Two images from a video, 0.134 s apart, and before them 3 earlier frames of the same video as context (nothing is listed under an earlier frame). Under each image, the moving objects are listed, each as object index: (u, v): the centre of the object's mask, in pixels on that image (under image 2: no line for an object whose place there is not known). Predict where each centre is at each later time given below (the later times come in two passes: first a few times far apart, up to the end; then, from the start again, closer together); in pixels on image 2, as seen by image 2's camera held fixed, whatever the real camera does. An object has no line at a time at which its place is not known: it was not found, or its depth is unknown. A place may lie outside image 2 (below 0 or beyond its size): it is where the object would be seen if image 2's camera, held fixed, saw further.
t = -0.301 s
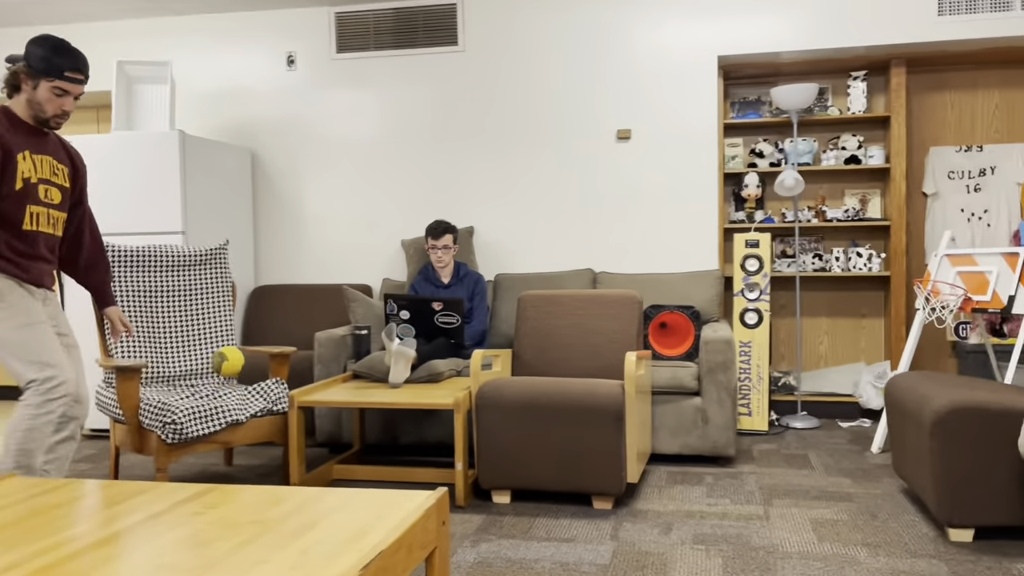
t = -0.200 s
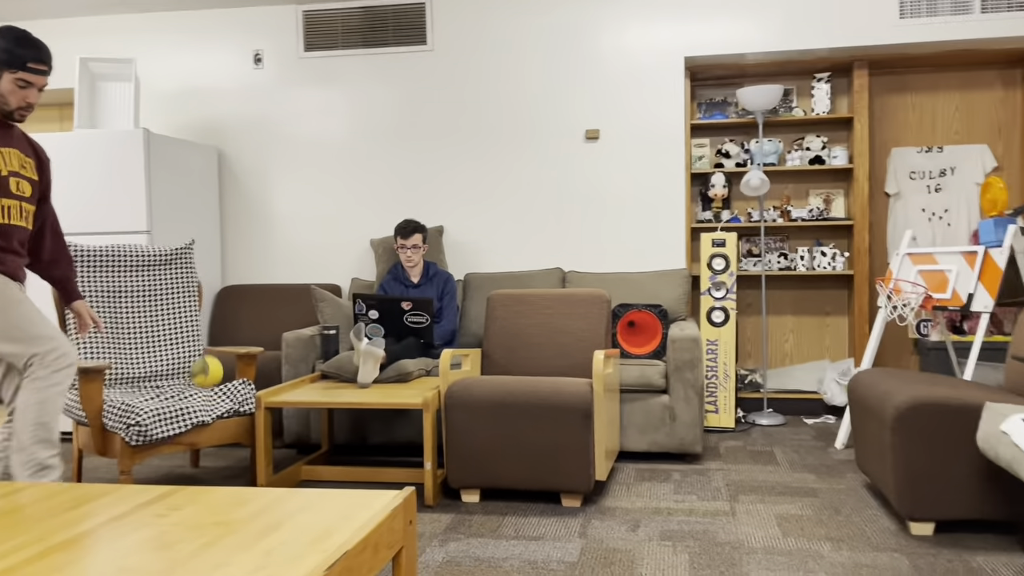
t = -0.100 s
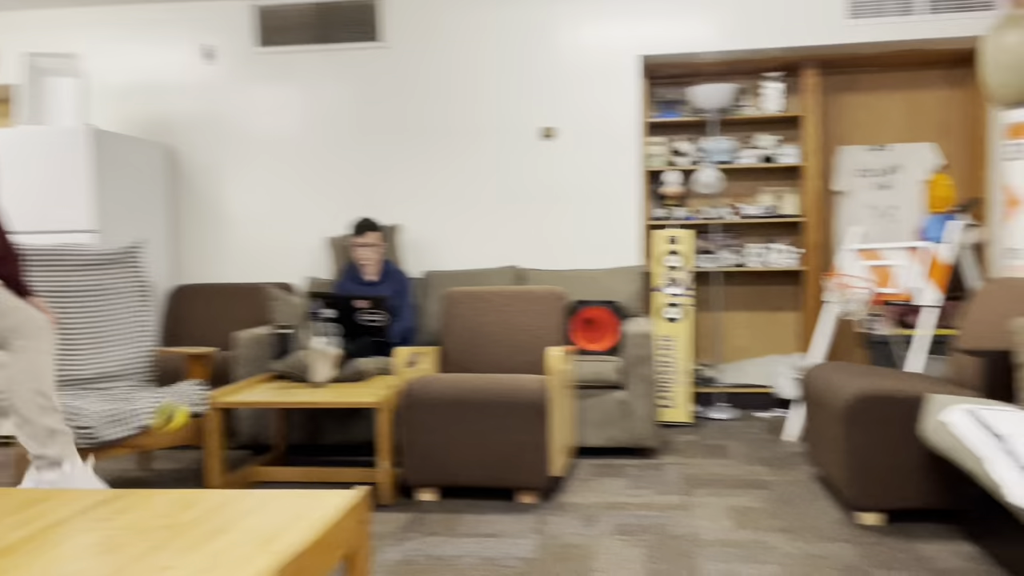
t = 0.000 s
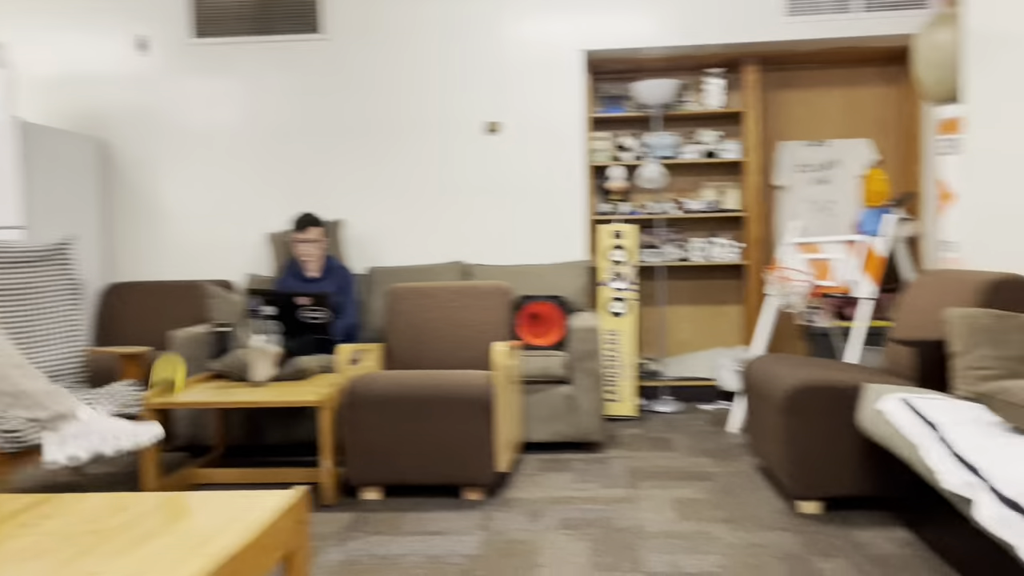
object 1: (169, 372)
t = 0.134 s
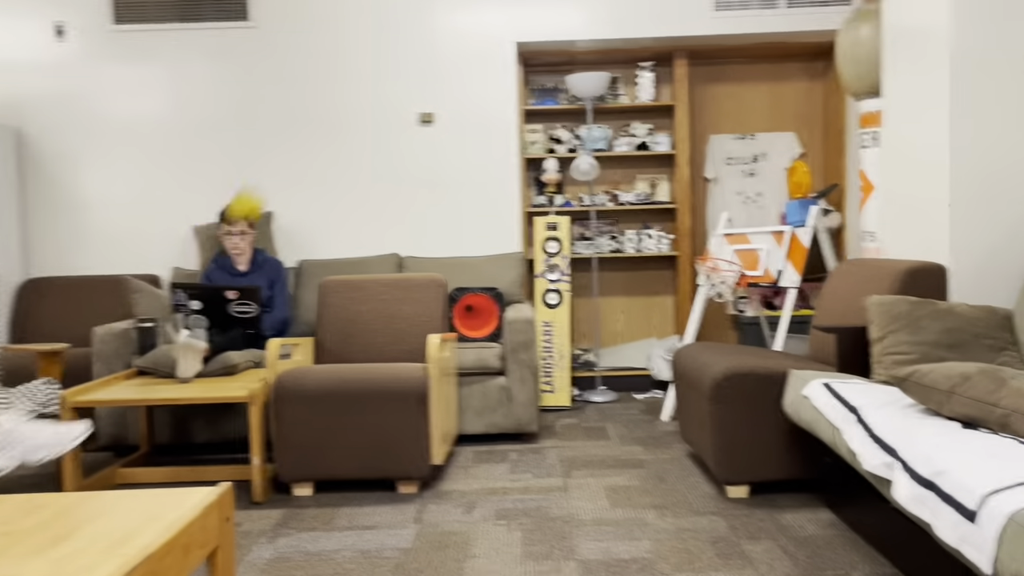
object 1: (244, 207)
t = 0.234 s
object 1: (362, 123)
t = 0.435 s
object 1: (582, 63)
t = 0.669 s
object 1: (828, 168)
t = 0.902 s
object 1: (1034, 342)
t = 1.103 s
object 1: (1057, 375)
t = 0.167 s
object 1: (286, 173)
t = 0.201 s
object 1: (324, 146)
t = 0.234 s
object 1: (362, 123)
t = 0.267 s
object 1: (400, 103)
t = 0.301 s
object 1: (438, 87)
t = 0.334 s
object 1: (475, 76)
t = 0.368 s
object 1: (517, 67)
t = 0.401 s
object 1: (548, 64)
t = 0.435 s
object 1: (582, 63)
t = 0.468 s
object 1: (619, 67)
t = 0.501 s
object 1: (656, 74)
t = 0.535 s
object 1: (691, 87)
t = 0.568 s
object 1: (724, 100)
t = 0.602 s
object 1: (760, 118)
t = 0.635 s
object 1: (796, 141)
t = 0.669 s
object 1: (828, 168)
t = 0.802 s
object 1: (965, 303)
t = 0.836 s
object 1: (990, 333)
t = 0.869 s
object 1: (1013, 340)
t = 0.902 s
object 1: (1034, 342)
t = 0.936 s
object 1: (1042, 341)
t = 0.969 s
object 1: (1044, 342)
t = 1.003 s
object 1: (1047, 347)
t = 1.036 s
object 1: (1050, 356)
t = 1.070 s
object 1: (1053, 366)
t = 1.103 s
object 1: (1057, 375)
